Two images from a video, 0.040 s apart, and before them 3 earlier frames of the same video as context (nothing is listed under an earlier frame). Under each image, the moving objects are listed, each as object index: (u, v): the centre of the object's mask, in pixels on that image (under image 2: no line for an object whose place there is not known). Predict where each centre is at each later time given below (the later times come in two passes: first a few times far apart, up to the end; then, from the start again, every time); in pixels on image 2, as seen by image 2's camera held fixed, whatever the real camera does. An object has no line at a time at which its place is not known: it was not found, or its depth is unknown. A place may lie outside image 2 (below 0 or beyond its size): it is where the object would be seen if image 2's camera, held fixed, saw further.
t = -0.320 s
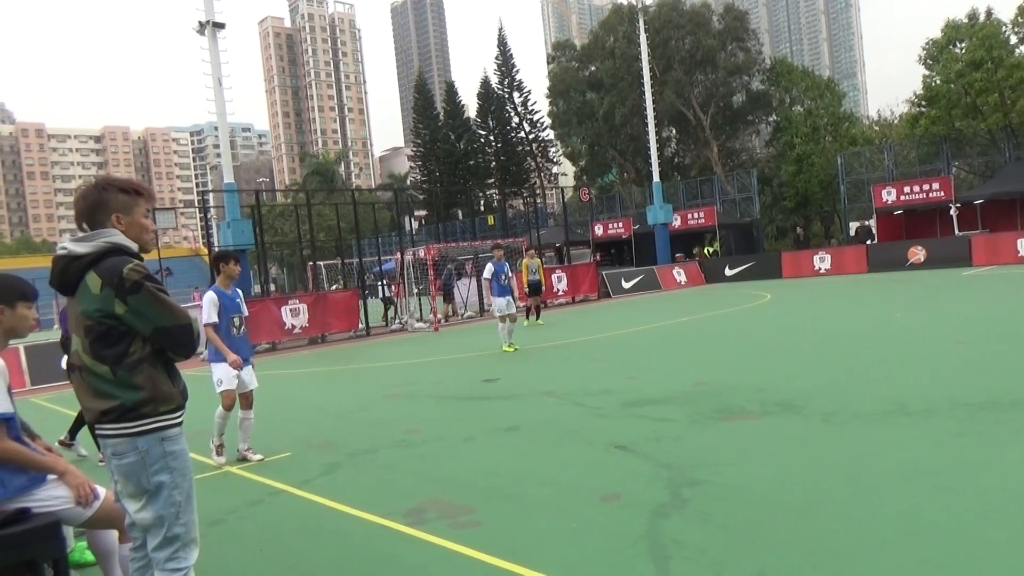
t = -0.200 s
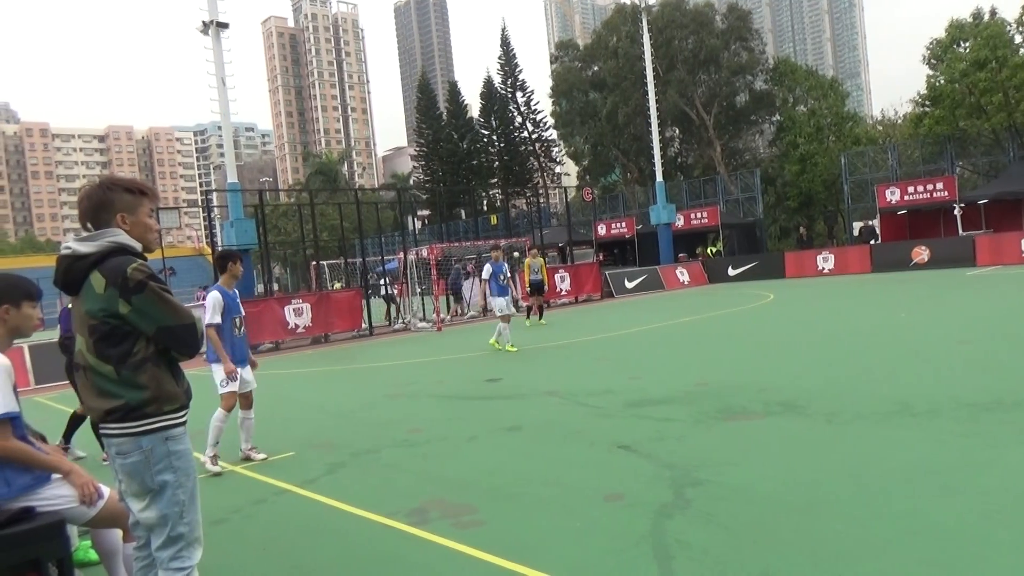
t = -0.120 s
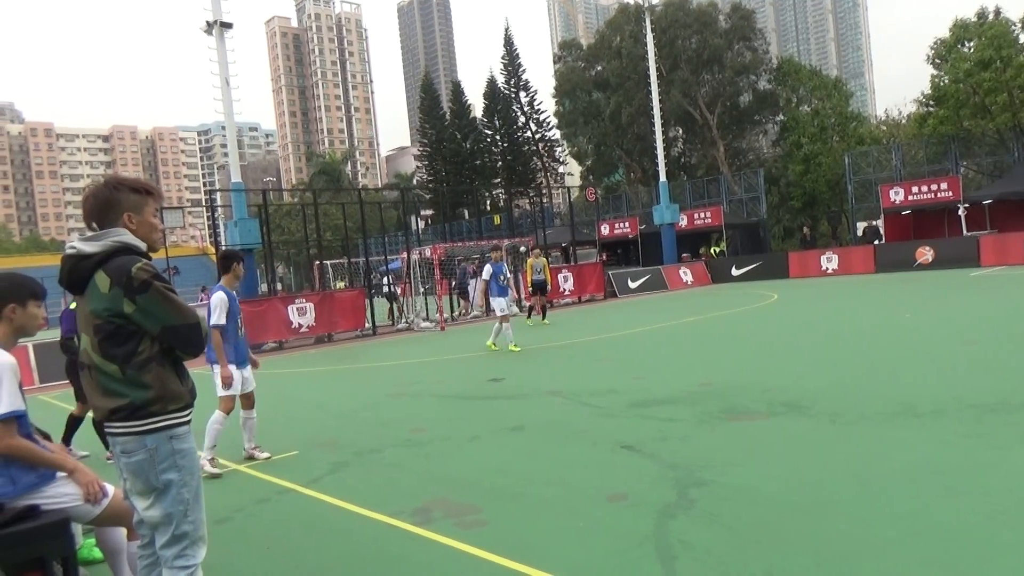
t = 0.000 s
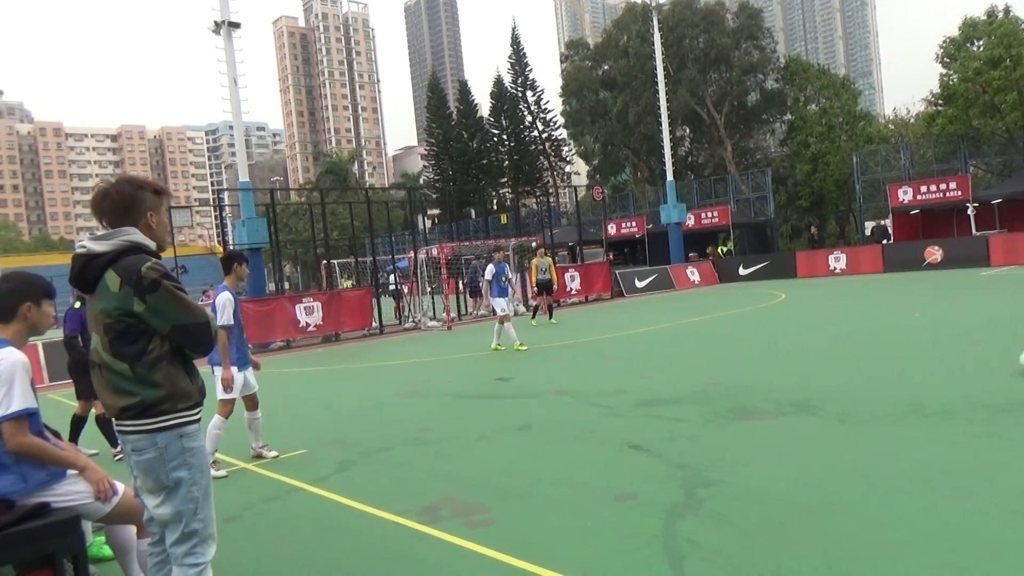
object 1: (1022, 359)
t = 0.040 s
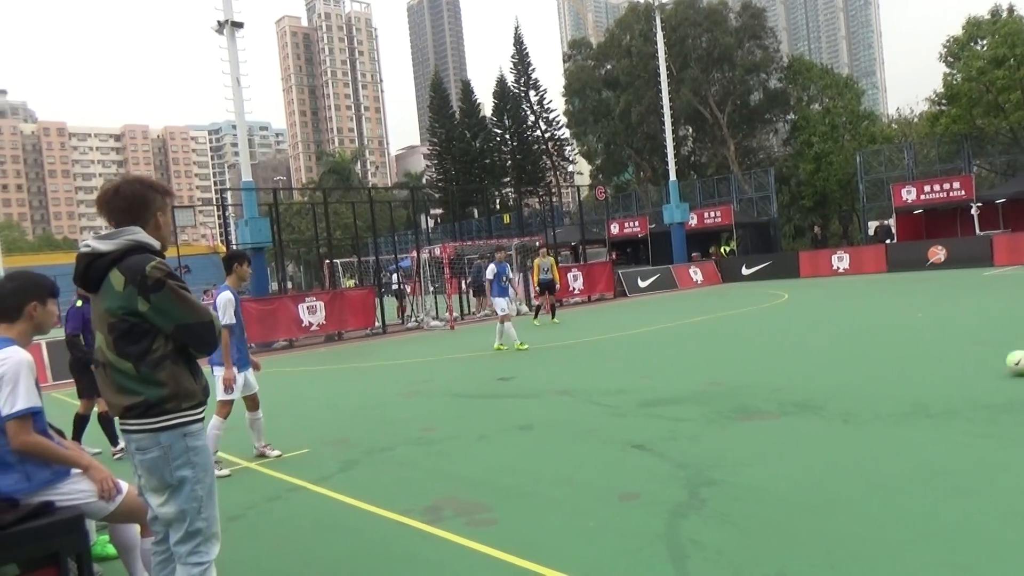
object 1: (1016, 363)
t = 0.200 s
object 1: (951, 372)
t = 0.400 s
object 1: (865, 384)
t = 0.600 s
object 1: (777, 395)
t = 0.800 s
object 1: (687, 405)
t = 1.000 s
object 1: (597, 416)
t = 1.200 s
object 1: (505, 428)
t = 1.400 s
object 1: (414, 439)
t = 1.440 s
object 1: (395, 442)
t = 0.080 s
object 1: (1002, 366)
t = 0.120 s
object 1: (985, 367)
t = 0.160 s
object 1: (968, 370)
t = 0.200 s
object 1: (951, 372)
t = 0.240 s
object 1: (934, 374)
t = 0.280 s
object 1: (917, 377)
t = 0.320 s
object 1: (899, 379)
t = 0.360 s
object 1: (882, 381)
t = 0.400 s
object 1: (865, 384)
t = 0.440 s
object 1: (847, 386)
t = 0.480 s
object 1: (830, 388)
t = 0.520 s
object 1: (812, 391)
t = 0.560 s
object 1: (794, 393)
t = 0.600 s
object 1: (777, 395)
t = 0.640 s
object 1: (759, 397)
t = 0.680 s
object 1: (741, 399)
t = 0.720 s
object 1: (723, 401)
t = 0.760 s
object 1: (705, 403)
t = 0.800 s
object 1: (687, 405)
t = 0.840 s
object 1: (669, 407)
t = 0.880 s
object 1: (651, 410)
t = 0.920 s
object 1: (633, 412)
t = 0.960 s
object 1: (615, 414)
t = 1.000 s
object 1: (597, 416)
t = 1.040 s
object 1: (579, 420)
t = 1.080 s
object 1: (560, 421)
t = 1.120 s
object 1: (542, 424)
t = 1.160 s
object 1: (524, 425)
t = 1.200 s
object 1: (505, 428)
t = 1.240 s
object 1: (488, 430)
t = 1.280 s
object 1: (469, 433)
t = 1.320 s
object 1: (451, 435)
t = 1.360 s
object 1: (432, 437)
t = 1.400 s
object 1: (414, 439)
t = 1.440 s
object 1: (395, 442)
